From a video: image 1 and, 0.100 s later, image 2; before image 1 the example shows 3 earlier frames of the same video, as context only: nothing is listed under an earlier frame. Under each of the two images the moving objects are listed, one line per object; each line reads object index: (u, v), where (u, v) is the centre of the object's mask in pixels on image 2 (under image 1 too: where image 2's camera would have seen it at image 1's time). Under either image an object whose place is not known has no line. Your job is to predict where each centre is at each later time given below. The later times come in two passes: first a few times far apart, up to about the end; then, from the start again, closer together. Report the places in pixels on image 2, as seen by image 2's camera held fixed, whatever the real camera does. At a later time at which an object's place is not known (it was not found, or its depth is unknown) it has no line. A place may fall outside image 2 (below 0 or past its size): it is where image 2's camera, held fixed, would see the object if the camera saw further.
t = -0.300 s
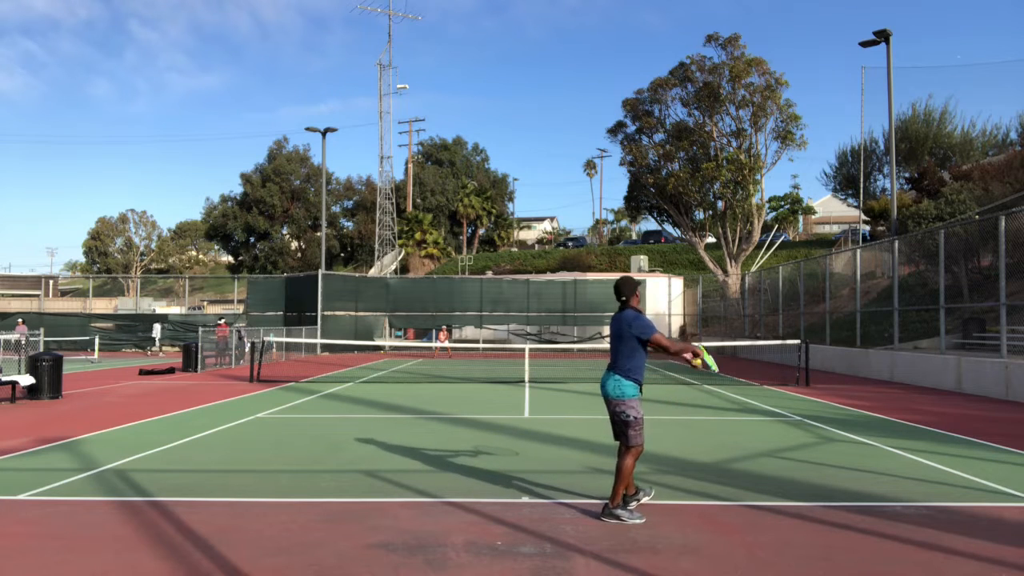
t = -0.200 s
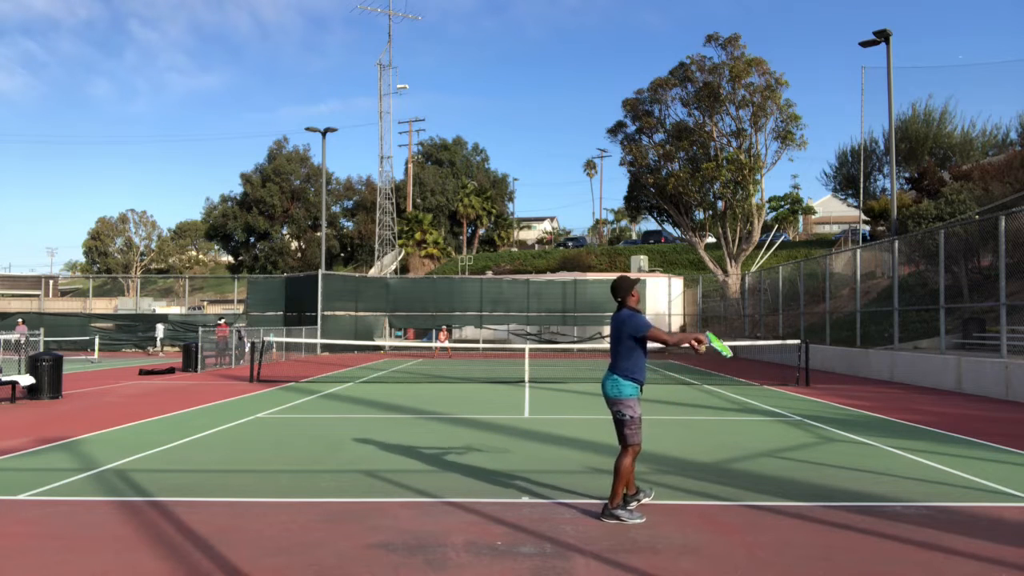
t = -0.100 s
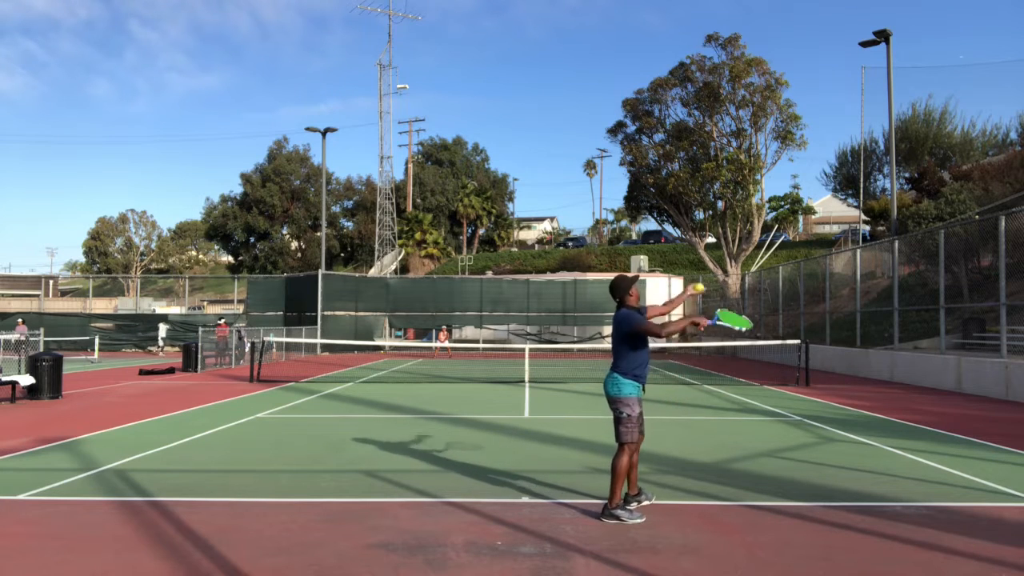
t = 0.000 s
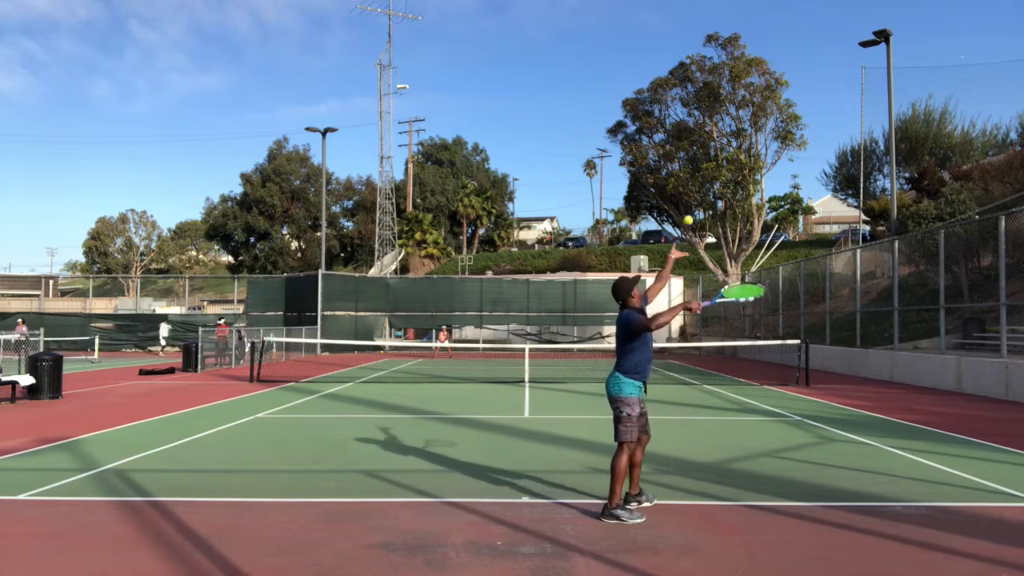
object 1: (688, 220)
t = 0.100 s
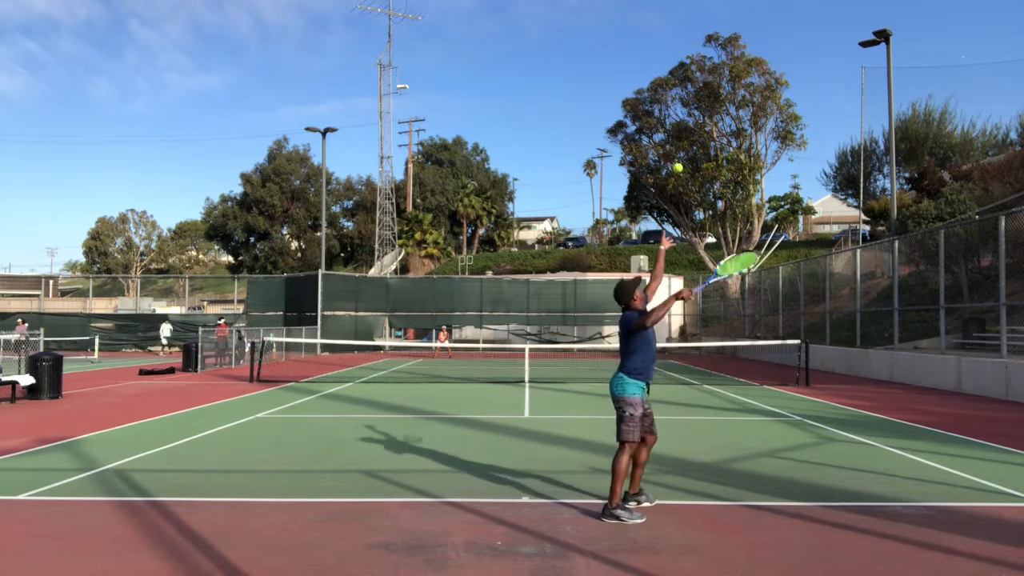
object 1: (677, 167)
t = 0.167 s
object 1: (671, 140)
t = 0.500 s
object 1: (641, 91)
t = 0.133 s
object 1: (674, 153)
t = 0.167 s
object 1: (671, 140)
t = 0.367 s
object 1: (653, 95)
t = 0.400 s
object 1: (650, 92)
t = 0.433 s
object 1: (647, 90)
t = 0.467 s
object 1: (644, 90)
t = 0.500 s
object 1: (641, 91)
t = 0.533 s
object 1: (638, 93)
